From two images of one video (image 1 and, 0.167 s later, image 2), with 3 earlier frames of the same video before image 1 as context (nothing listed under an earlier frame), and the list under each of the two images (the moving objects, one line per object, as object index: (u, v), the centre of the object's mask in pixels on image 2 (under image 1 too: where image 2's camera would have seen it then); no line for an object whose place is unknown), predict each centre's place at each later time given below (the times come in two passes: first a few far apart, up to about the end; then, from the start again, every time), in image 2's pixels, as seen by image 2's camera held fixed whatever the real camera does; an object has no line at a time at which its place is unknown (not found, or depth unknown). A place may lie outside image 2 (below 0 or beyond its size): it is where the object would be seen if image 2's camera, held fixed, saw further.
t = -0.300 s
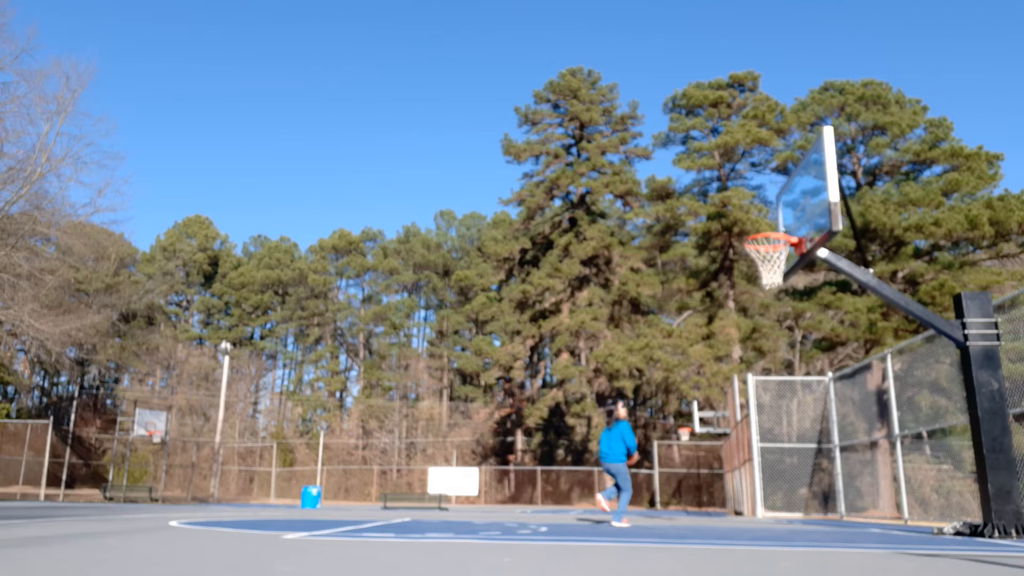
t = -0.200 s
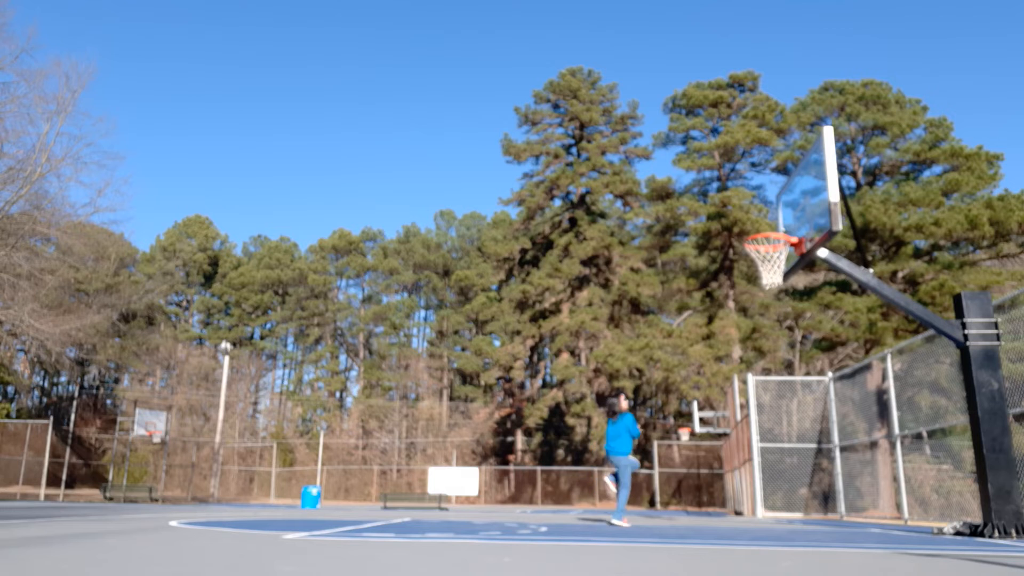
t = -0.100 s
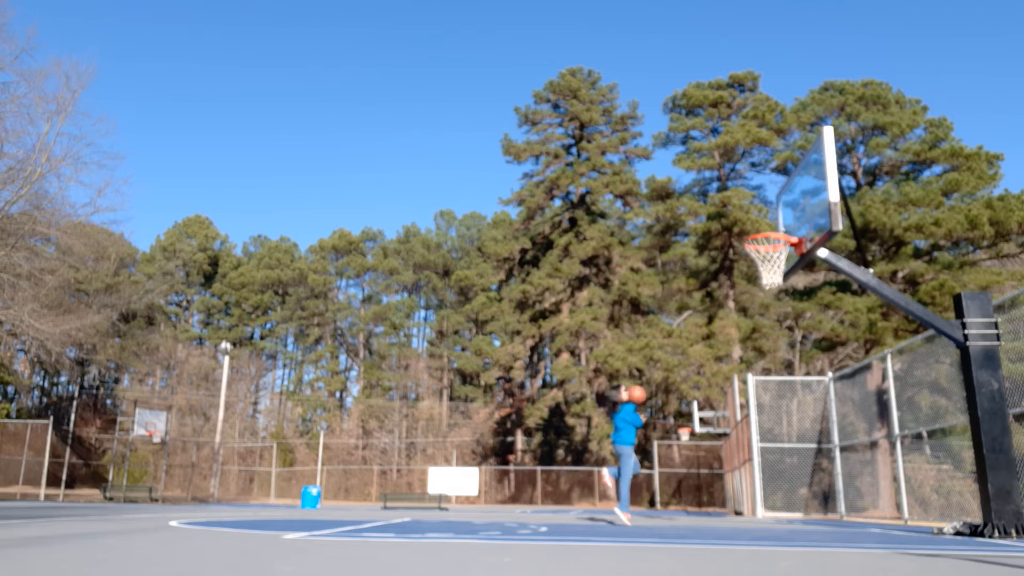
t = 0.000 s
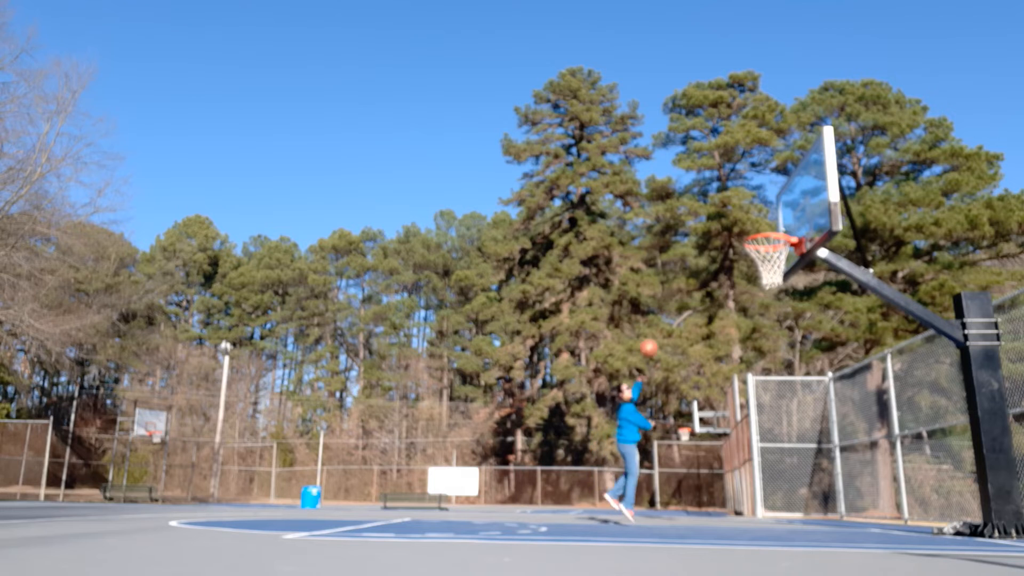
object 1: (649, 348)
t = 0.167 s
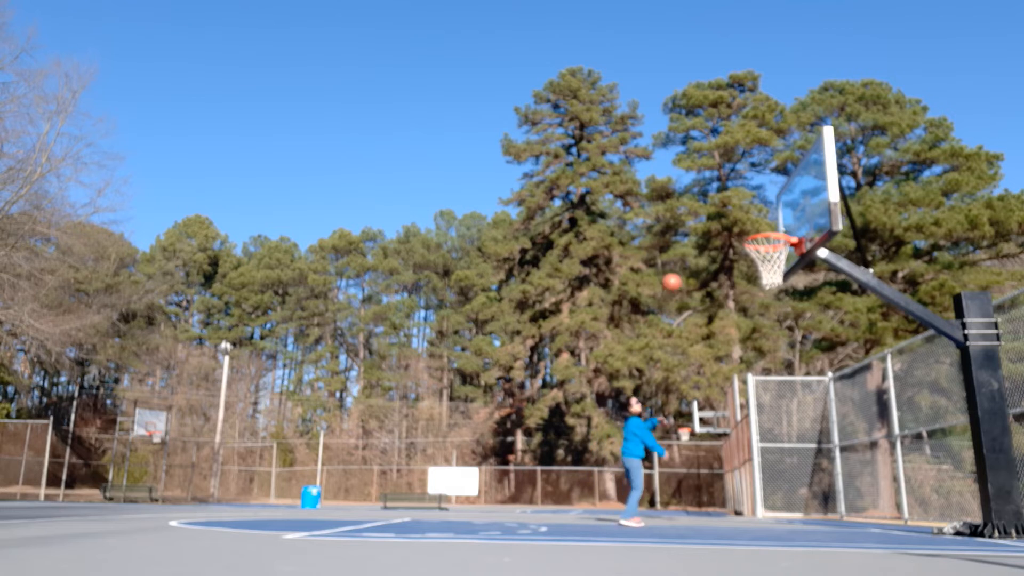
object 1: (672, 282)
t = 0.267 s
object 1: (687, 252)
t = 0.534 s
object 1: (732, 201)
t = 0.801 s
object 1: (785, 202)
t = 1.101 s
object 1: (775, 211)
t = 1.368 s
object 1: (766, 235)
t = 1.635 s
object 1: (763, 337)
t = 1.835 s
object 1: (764, 484)
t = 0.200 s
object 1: (676, 272)
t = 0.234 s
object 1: (681, 262)
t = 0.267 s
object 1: (687, 252)
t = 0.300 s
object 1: (692, 243)
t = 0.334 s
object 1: (697, 235)
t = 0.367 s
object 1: (703, 228)
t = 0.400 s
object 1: (708, 221)
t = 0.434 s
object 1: (714, 215)
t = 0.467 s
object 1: (719, 209)
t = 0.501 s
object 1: (725, 205)
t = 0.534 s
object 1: (732, 201)
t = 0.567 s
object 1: (738, 198)
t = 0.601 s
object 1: (744, 196)
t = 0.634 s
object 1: (751, 195)
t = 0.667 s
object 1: (757, 195)
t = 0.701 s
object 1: (763, 195)
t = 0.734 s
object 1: (771, 197)
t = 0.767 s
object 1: (778, 199)
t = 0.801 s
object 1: (785, 202)
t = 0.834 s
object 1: (791, 206)
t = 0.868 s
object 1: (788, 209)
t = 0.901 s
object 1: (786, 213)
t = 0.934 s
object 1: (783, 218)
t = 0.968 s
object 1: (781, 223)
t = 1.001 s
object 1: (779, 218)
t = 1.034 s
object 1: (778, 214)
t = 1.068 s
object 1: (776, 212)
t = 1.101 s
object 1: (775, 211)
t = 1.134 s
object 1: (774, 210)
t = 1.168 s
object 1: (773, 211)
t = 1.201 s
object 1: (771, 212)
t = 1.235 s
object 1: (770, 214)
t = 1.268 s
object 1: (769, 218)
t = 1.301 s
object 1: (769, 222)
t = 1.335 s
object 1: (767, 228)
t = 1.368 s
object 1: (766, 235)
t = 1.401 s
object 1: (766, 244)
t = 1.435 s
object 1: (765, 253)
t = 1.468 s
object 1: (764, 263)
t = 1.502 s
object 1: (764, 275)
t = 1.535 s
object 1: (764, 289)
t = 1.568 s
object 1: (764, 303)
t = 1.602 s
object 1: (763, 319)
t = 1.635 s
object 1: (763, 337)
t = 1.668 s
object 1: (763, 357)
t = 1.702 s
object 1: (763, 378)
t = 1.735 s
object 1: (763, 402)
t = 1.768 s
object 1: (763, 427)
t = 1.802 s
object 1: (764, 455)
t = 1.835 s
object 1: (764, 484)
